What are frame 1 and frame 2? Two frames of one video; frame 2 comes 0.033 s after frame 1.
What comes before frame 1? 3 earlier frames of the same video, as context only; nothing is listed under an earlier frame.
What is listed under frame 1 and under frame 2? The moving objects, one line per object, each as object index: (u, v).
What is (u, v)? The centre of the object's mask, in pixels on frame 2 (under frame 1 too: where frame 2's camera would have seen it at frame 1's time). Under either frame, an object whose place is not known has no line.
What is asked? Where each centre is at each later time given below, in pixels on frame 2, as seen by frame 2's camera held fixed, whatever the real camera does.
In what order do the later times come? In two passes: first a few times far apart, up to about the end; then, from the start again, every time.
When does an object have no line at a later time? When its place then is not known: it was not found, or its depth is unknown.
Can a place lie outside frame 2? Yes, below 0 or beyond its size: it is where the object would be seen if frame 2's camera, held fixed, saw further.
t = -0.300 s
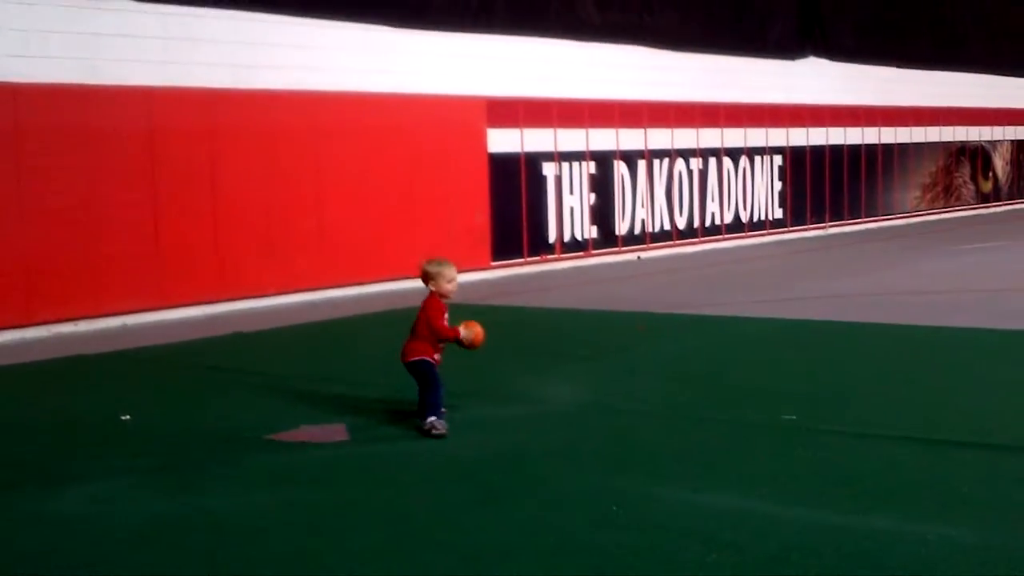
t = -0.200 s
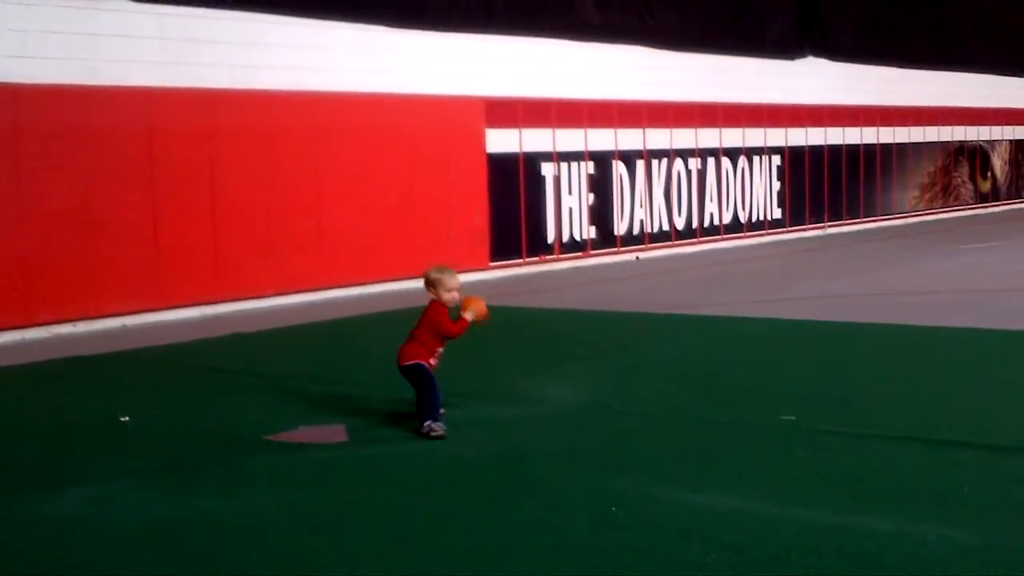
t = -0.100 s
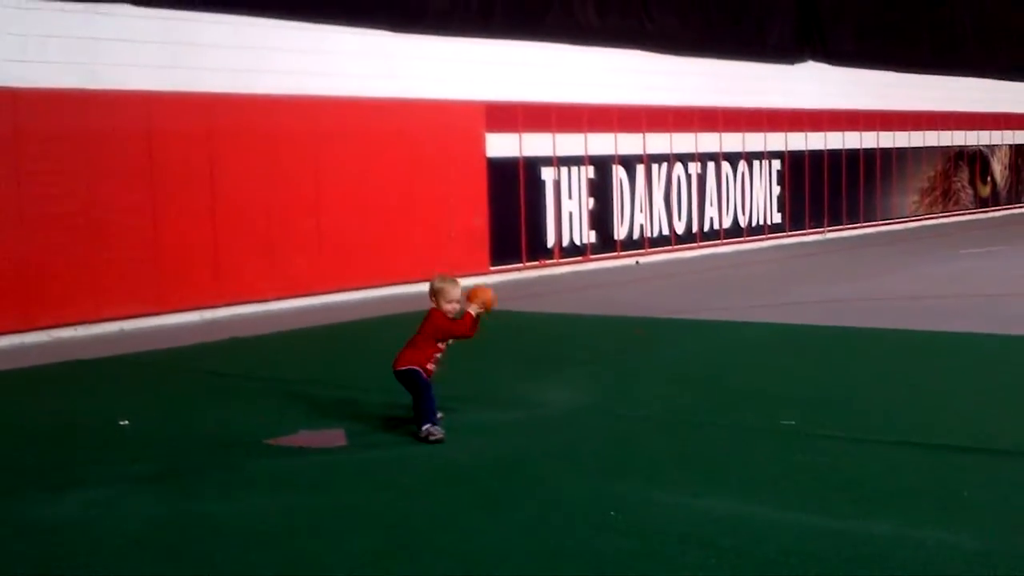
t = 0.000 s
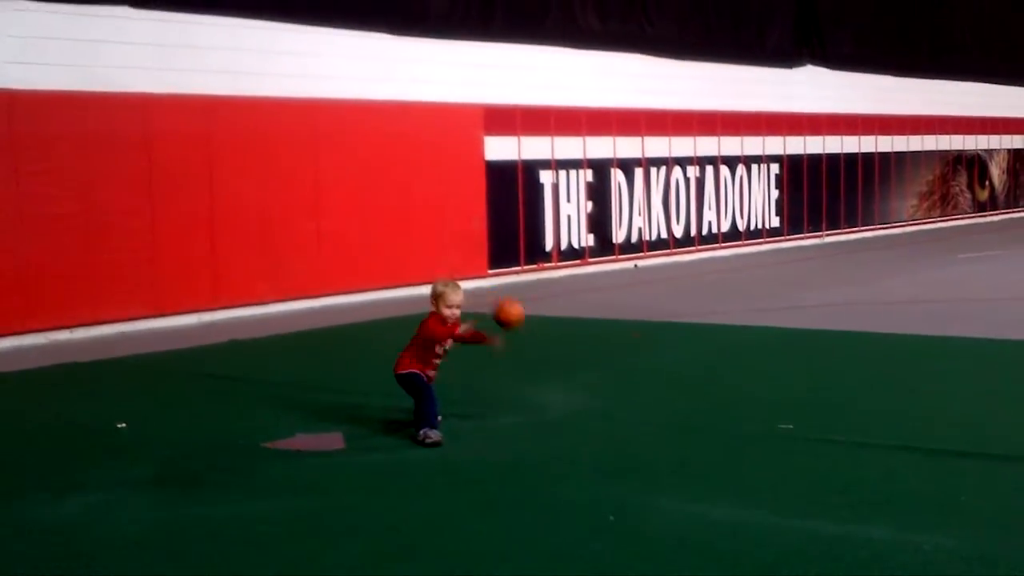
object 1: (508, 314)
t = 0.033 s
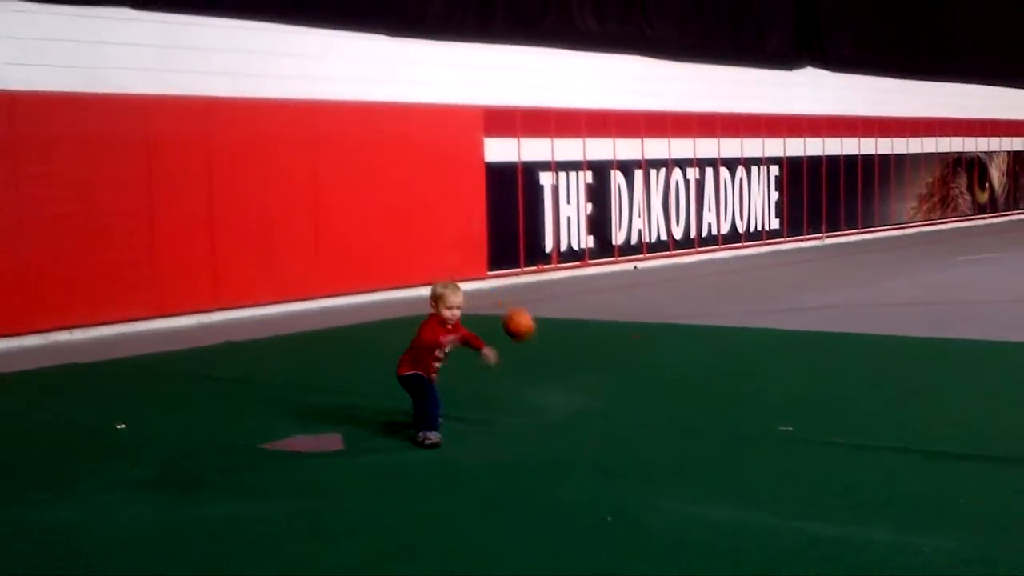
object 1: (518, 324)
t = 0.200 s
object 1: (576, 410)
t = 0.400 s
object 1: (617, 384)
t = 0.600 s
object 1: (652, 371)
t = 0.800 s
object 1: (692, 455)
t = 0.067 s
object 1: (529, 335)
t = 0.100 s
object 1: (541, 350)
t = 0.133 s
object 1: (552, 367)
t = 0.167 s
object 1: (564, 387)
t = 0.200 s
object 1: (576, 410)
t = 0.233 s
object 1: (588, 436)
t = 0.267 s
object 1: (596, 437)
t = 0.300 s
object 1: (600, 420)
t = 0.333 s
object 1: (606, 405)
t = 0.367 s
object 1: (611, 393)
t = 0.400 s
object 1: (617, 384)
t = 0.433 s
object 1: (622, 375)
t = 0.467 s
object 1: (628, 370)
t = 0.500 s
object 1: (634, 367)
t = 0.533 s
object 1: (639, 367)
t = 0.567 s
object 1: (645, 368)
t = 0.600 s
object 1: (652, 371)
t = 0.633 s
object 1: (658, 378)
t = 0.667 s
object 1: (665, 388)
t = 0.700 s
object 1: (671, 400)
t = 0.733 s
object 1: (679, 417)
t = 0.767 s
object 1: (685, 434)
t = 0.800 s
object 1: (692, 455)
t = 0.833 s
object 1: (697, 457)
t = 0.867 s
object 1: (703, 443)
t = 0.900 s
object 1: (709, 431)
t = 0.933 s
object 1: (717, 422)
